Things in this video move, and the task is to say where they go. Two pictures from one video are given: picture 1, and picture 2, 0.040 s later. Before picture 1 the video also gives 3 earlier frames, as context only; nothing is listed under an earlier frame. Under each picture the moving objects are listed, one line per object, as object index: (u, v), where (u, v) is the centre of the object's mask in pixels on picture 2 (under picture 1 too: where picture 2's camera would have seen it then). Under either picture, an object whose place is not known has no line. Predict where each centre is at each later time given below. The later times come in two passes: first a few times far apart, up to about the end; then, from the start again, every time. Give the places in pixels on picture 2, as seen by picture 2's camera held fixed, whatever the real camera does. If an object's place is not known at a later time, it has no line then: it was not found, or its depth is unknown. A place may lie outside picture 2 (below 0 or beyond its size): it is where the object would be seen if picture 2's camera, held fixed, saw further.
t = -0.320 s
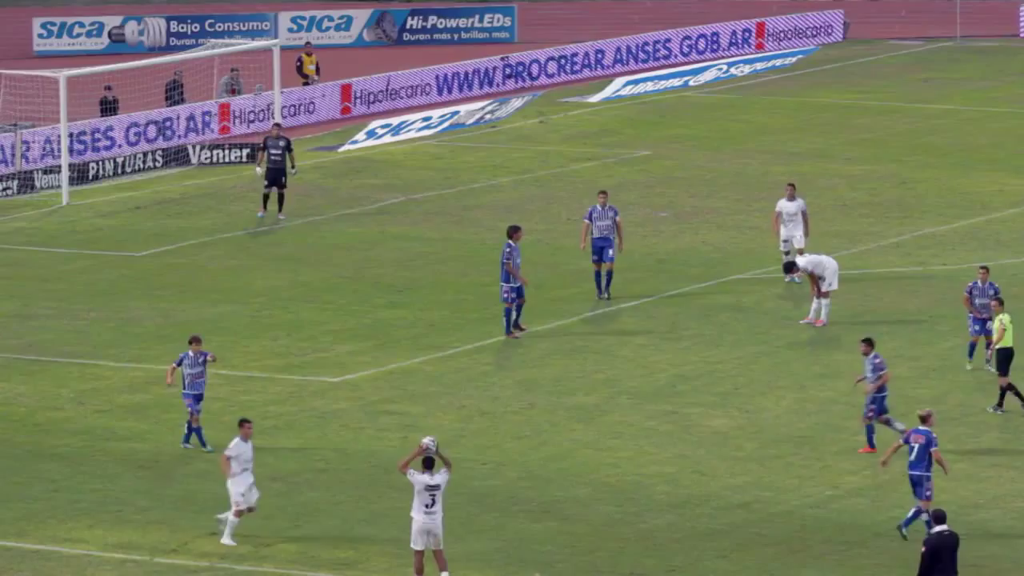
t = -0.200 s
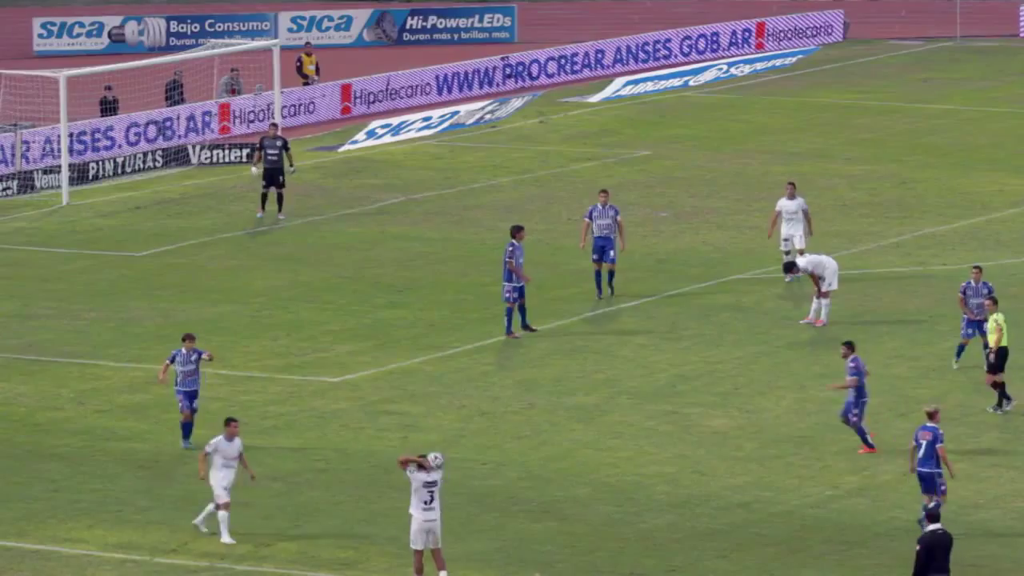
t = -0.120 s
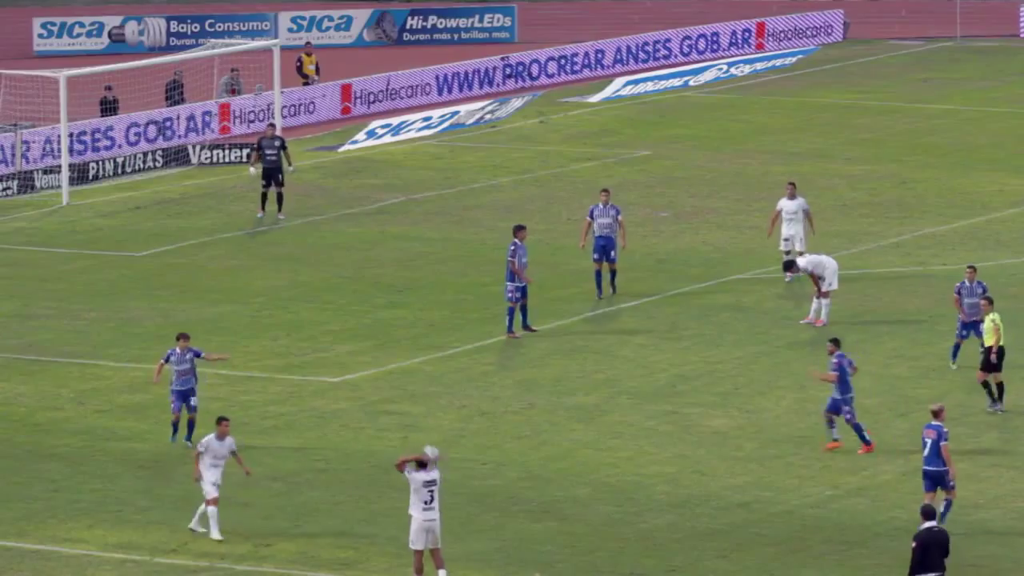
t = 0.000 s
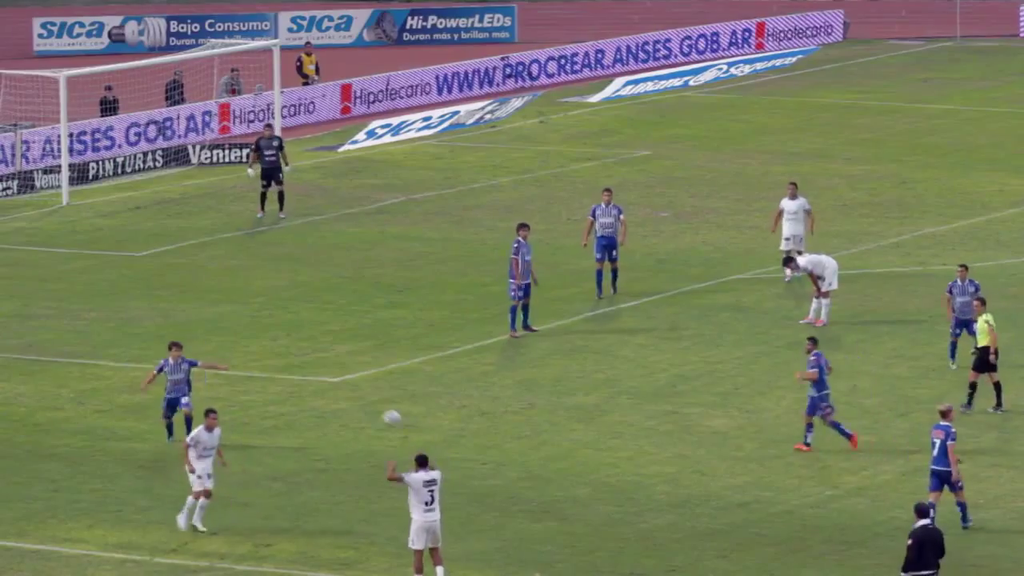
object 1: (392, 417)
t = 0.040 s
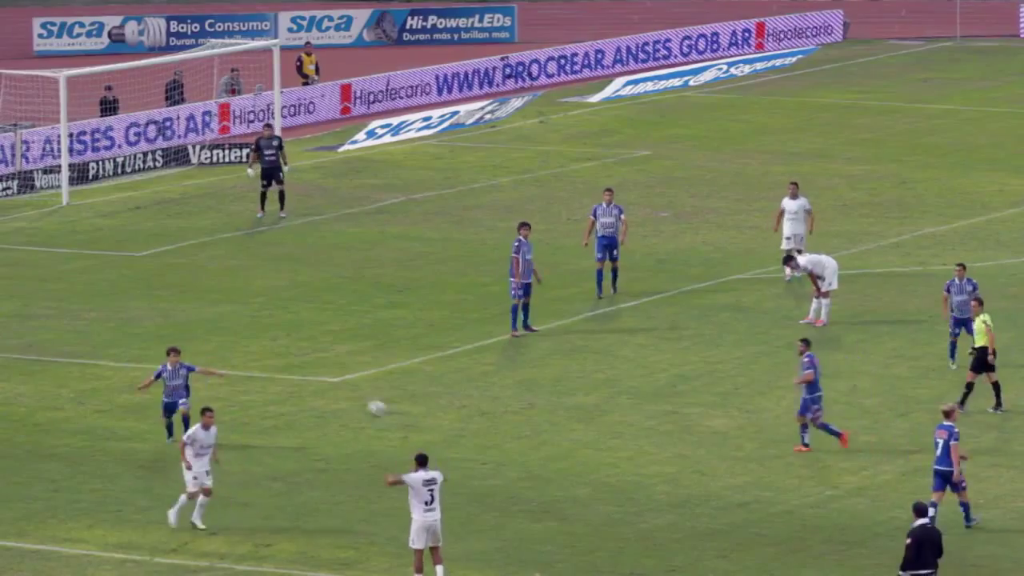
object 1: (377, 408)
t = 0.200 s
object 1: (318, 384)
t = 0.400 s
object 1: (249, 380)
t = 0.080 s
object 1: (362, 399)
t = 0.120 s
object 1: (347, 393)
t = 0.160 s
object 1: (332, 387)
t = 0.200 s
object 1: (318, 384)
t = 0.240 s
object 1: (304, 380)
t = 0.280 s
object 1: (290, 379)
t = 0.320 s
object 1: (277, 378)
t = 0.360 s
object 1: (262, 379)
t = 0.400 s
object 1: (249, 380)
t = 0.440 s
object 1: (235, 383)
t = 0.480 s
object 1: (221, 387)
